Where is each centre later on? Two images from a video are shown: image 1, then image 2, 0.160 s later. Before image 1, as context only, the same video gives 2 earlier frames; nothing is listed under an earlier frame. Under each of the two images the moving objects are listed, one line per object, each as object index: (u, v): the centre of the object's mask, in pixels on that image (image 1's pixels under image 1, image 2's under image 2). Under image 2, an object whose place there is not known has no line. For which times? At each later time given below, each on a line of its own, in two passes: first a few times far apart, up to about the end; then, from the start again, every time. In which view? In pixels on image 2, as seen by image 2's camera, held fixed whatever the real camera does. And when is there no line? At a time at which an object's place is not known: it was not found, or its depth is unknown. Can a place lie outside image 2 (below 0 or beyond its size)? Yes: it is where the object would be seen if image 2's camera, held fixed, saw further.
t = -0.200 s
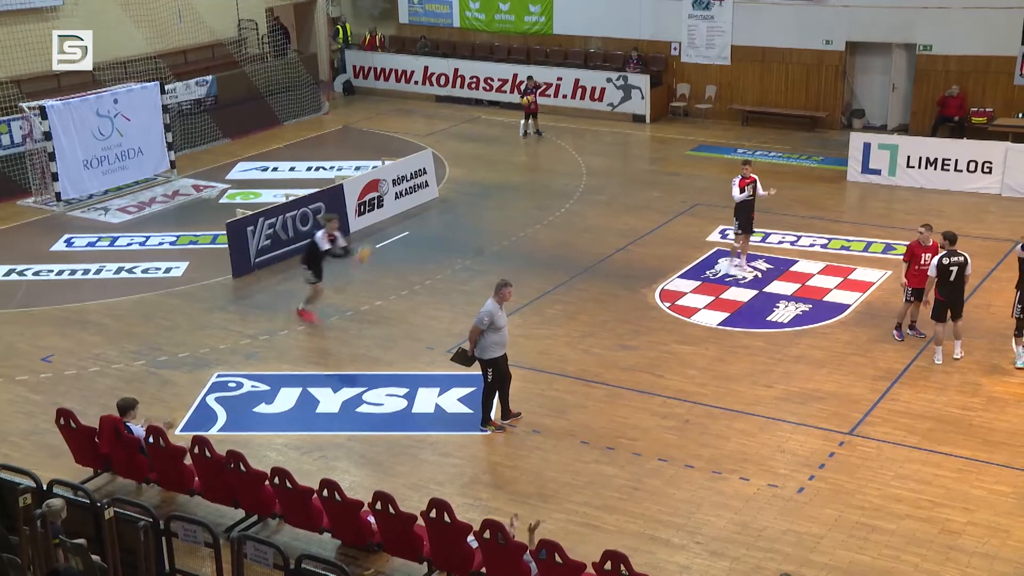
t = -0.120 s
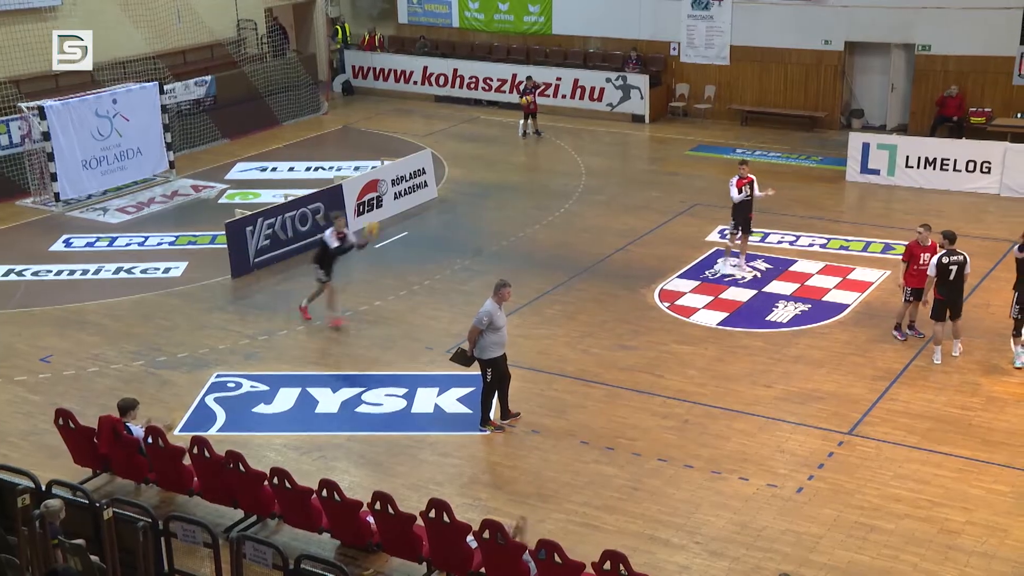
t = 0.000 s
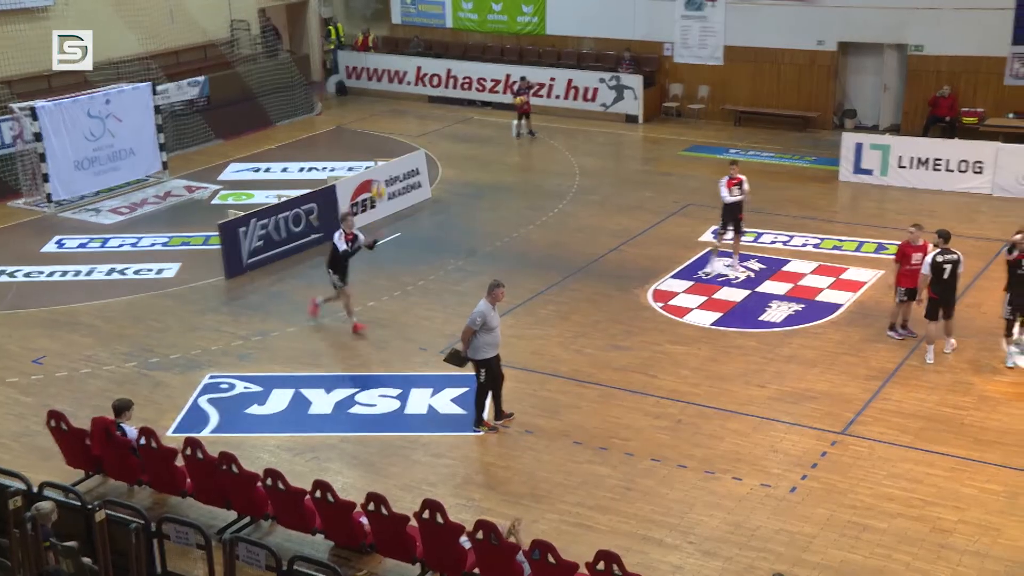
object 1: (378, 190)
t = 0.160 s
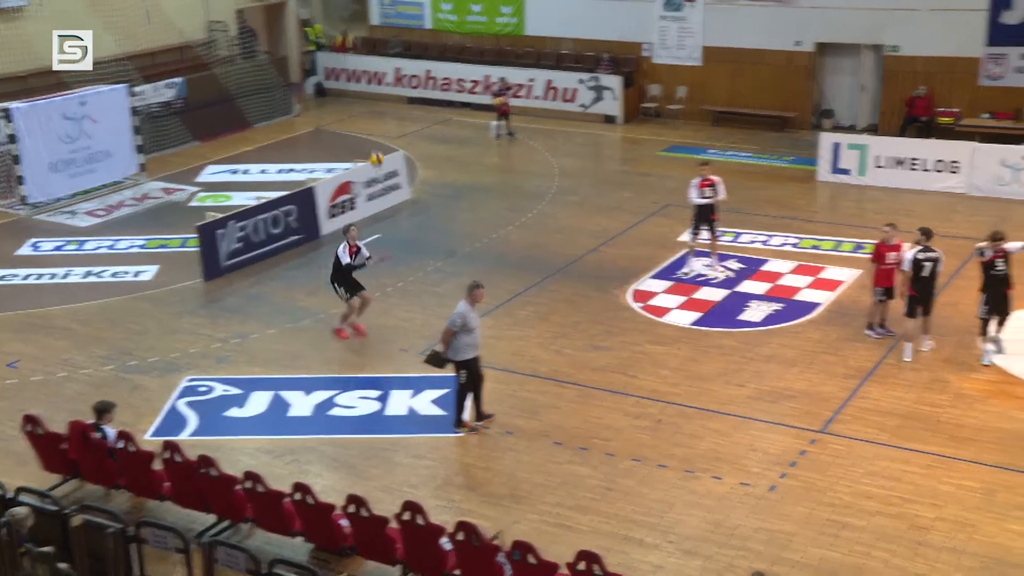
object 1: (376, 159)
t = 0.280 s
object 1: (390, 144)
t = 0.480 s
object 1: (414, 140)
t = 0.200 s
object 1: (381, 153)
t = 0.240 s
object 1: (387, 147)
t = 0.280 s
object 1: (390, 144)
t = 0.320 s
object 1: (396, 142)
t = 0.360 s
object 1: (400, 140)
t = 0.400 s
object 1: (405, 139)
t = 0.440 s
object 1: (410, 139)
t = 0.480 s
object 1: (414, 140)
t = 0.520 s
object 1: (420, 142)
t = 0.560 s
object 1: (426, 146)
